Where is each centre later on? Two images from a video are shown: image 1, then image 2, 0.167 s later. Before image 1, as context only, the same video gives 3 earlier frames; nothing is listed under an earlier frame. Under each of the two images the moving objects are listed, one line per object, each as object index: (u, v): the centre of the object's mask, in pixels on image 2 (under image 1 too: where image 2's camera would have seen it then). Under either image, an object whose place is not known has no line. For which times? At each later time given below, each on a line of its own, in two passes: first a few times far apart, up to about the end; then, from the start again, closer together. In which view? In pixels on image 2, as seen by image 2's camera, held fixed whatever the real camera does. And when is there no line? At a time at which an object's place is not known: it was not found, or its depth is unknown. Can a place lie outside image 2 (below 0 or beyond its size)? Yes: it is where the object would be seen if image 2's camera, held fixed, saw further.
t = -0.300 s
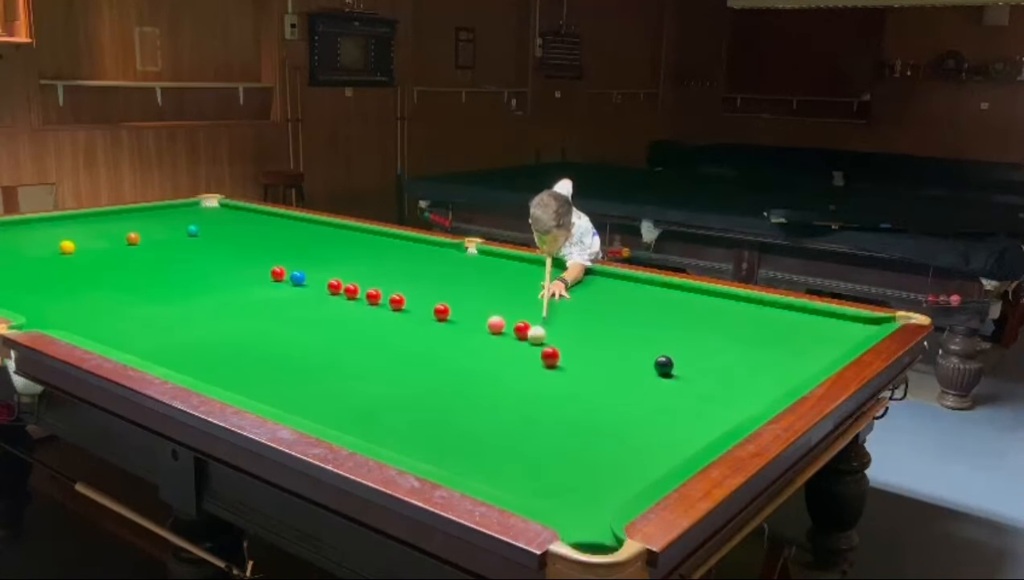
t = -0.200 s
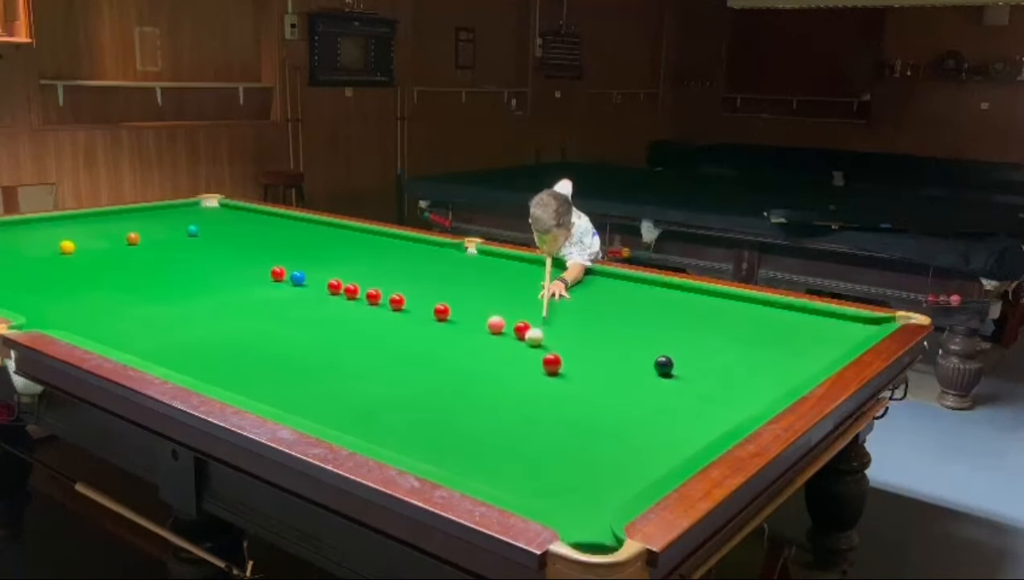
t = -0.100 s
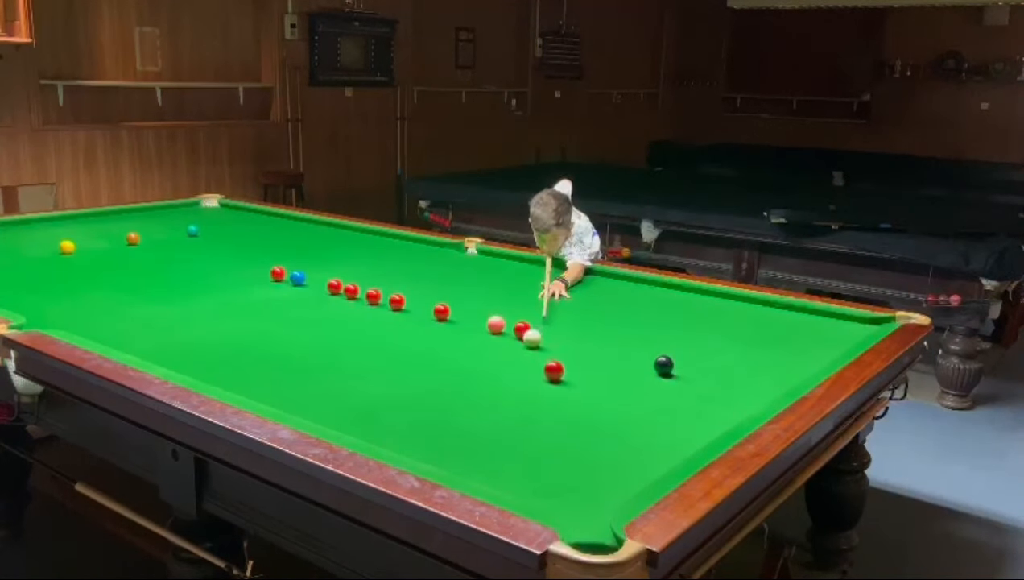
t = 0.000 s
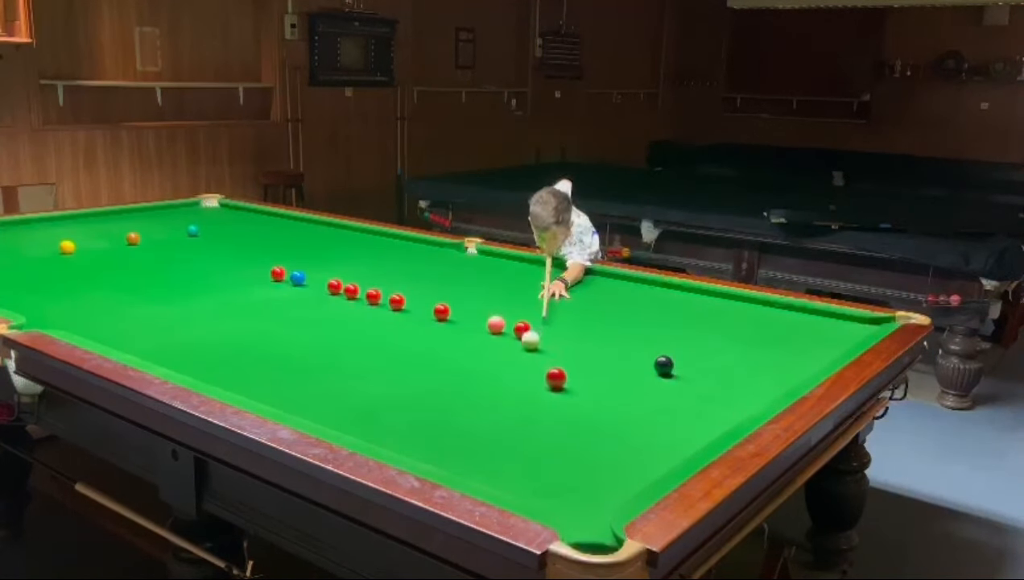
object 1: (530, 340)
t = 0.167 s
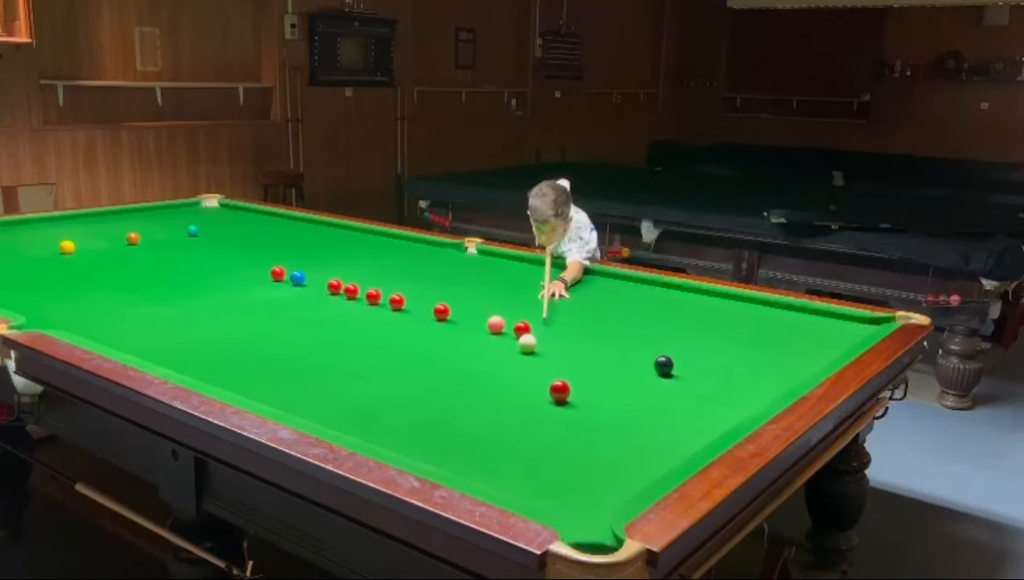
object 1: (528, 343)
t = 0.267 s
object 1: (526, 345)
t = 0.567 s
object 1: (520, 349)
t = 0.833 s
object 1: (517, 353)
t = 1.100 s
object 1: (514, 355)
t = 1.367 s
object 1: (510, 358)
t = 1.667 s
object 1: (507, 360)
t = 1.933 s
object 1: (505, 361)
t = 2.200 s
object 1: (503, 362)
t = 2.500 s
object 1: (503, 362)
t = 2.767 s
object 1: (503, 362)
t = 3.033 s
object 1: (503, 362)
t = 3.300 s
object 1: (503, 362)
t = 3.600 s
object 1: (503, 362)
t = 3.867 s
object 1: (503, 362)
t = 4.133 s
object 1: (503, 363)
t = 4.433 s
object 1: (503, 363)
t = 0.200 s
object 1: (527, 344)
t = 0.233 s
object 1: (526, 344)
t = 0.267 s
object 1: (526, 345)
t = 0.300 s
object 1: (525, 346)
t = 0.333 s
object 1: (525, 346)
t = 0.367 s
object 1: (524, 346)
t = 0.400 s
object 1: (523, 347)
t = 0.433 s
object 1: (523, 348)
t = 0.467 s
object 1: (522, 348)
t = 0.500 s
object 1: (521, 348)
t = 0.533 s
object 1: (521, 349)
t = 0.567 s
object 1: (520, 349)
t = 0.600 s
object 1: (520, 350)
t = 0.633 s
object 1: (520, 350)
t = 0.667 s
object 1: (519, 350)
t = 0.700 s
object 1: (518, 351)
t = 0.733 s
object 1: (518, 352)
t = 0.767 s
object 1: (518, 352)
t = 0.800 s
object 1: (517, 352)
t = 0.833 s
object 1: (517, 353)
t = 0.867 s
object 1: (516, 353)
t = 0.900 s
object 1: (516, 353)
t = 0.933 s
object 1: (515, 353)
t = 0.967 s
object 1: (515, 354)
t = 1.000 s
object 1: (515, 354)
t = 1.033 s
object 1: (514, 354)
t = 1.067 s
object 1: (514, 355)
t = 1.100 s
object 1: (514, 355)
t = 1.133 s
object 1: (512, 356)
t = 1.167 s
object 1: (512, 356)
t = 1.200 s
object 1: (511, 357)
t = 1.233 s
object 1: (511, 357)
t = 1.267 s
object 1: (511, 357)
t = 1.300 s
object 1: (510, 357)
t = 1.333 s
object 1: (510, 357)
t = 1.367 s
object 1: (510, 358)
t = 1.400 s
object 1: (509, 358)
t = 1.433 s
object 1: (509, 358)
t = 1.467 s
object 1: (509, 358)
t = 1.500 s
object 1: (508, 359)
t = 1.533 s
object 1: (508, 359)
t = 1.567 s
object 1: (507, 359)
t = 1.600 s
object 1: (507, 359)
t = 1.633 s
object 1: (507, 359)
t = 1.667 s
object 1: (507, 360)
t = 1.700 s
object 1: (506, 360)
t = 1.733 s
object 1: (506, 360)
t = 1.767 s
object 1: (506, 360)
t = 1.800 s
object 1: (505, 361)
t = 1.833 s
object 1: (505, 361)
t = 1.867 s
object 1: (505, 361)
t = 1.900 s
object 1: (505, 361)
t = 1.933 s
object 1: (505, 361)
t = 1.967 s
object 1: (504, 361)
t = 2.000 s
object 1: (504, 361)
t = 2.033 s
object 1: (504, 362)
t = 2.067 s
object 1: (504, 362)
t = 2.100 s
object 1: (504, 362)
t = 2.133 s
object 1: (504, 362)
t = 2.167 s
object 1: (503, 362)
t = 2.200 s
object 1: (503, 362)
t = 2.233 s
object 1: (503, 362)
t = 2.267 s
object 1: (503, 362)
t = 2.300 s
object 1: (503, 362)
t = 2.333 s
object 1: (503, 362)
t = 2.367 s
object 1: (503, 362)
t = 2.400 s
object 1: (503, 362)
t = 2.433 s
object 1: (503, 362)
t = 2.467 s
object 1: (503, 362)
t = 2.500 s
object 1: (503, 362)
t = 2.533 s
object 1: (503, 362)
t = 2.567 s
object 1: (503, 362)
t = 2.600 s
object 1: (503, 362)
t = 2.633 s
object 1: (503, 362)
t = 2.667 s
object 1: (503, 362)
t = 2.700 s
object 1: (503, 362)
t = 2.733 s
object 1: (503, 362)
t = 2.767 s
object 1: (503, 362)
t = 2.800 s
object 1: (503, 362)
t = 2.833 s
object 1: (503, 362)
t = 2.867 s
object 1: (503, 362)
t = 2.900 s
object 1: (503, 362)
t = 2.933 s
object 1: (503, 362)
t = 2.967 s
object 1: (503, 362)
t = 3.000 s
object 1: (503, 362)
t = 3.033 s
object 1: (503, 362)
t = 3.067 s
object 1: (503, 362)
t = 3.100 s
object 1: (503, 362)
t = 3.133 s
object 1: (503, 362)
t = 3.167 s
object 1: (503, 362)
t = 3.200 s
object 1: (503, 362)
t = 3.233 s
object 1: (503, 362)
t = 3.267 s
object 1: (503, 362)
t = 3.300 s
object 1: (503, 362)
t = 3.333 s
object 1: (503, 362)
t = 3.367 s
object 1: (503, 362)
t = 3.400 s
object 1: (503, 362)
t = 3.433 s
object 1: (503, 362)
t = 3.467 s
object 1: (503, 362)
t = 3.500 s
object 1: (503, 362)
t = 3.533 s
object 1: (503, 362)
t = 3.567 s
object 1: (503, 362)
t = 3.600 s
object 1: (503, 362)
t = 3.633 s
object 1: (503, 362)
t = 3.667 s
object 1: (503, 362)
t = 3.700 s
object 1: (503, 362)
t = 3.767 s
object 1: (503, 362)
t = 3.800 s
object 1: (503, 362)
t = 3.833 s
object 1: (503, 362)
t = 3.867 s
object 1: (503, 362)
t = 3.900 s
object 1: (503, 362)
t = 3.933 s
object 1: (503, 362)
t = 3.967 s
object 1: (503, 363)
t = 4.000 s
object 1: (503, 363)
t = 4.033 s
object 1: (503, 363)
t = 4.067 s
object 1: (503, 363)
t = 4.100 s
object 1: (503, 363)
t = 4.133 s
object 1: (503, 363)
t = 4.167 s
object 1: (503, 363)
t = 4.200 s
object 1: (503, 363)
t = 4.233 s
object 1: (503, 363)
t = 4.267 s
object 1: (503, 363)
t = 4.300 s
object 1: (503, 363)
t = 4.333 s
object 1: (503, 363)
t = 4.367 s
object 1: (503, 363)
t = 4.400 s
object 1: (503, 363)
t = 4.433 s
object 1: (503, 363)
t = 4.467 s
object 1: (503, 363)
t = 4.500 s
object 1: (503, 363)
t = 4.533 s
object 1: (503, 363)
